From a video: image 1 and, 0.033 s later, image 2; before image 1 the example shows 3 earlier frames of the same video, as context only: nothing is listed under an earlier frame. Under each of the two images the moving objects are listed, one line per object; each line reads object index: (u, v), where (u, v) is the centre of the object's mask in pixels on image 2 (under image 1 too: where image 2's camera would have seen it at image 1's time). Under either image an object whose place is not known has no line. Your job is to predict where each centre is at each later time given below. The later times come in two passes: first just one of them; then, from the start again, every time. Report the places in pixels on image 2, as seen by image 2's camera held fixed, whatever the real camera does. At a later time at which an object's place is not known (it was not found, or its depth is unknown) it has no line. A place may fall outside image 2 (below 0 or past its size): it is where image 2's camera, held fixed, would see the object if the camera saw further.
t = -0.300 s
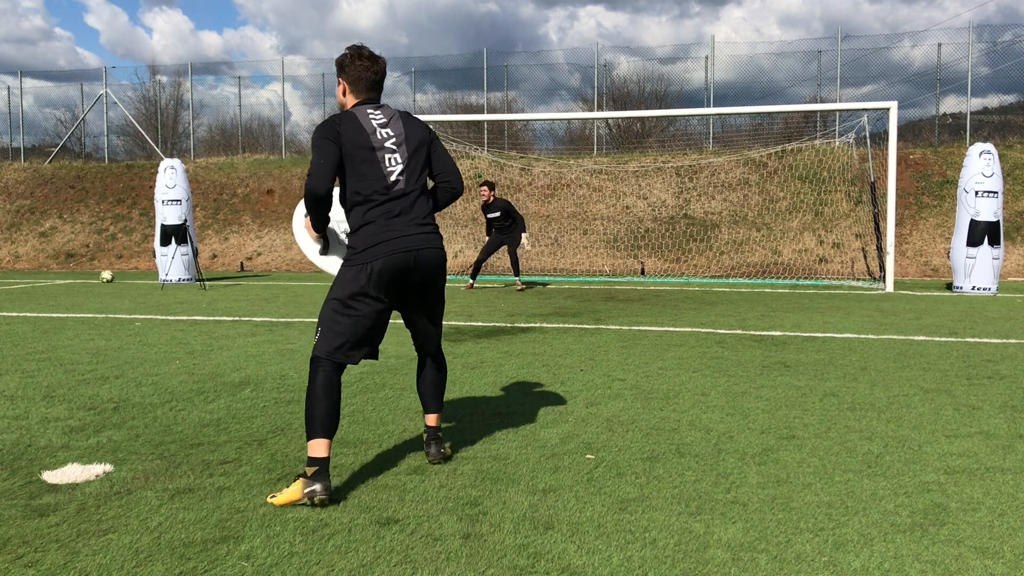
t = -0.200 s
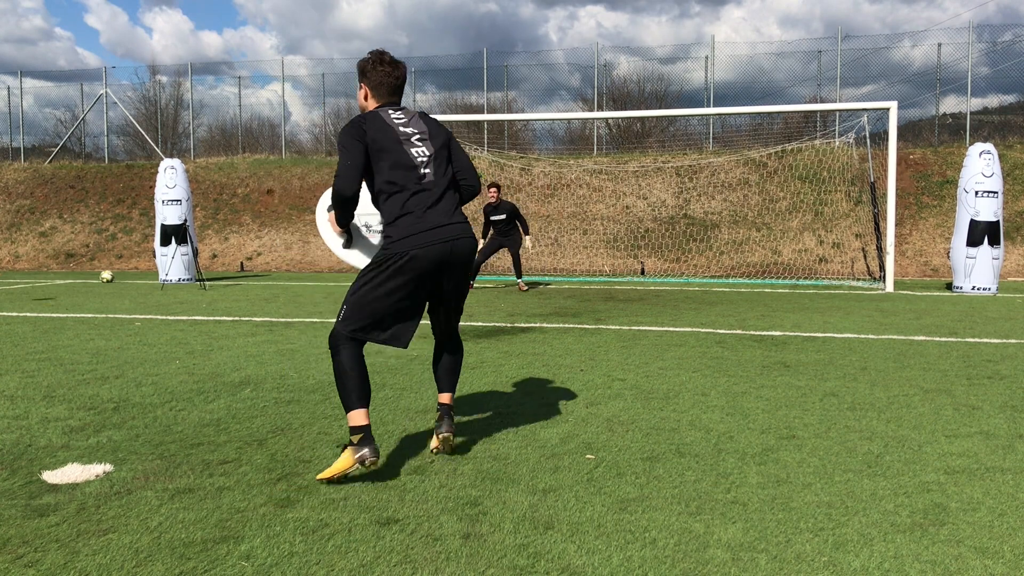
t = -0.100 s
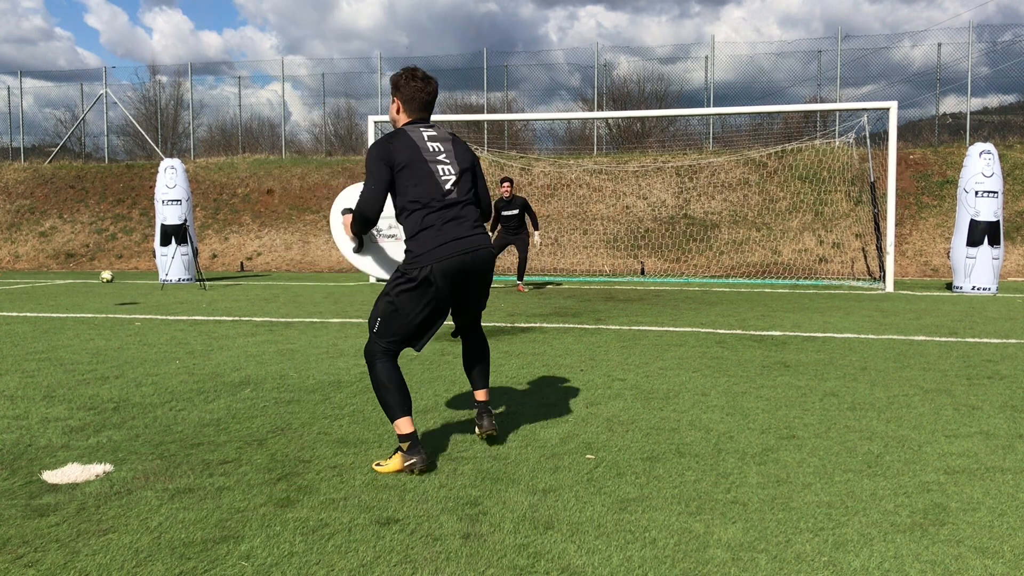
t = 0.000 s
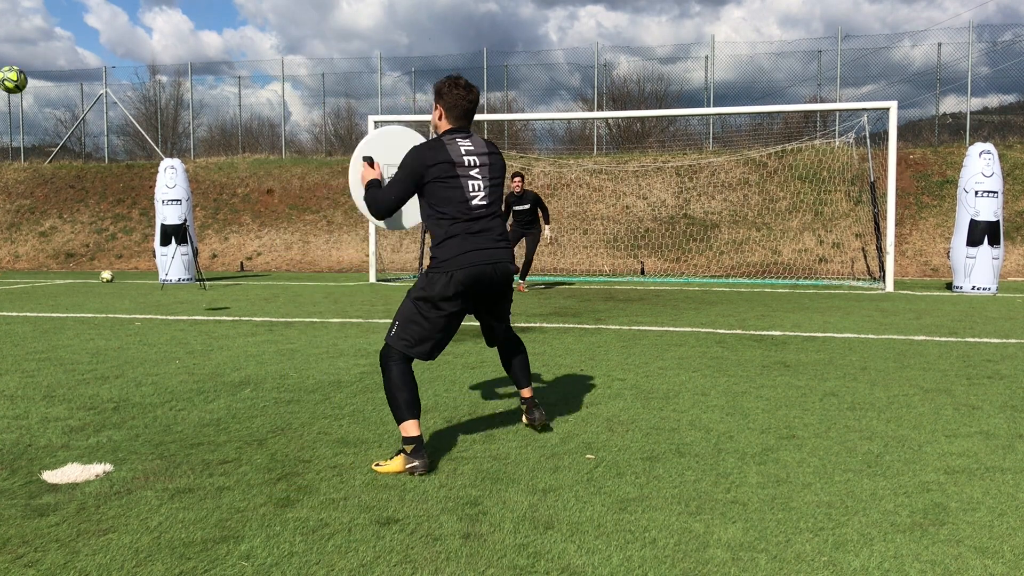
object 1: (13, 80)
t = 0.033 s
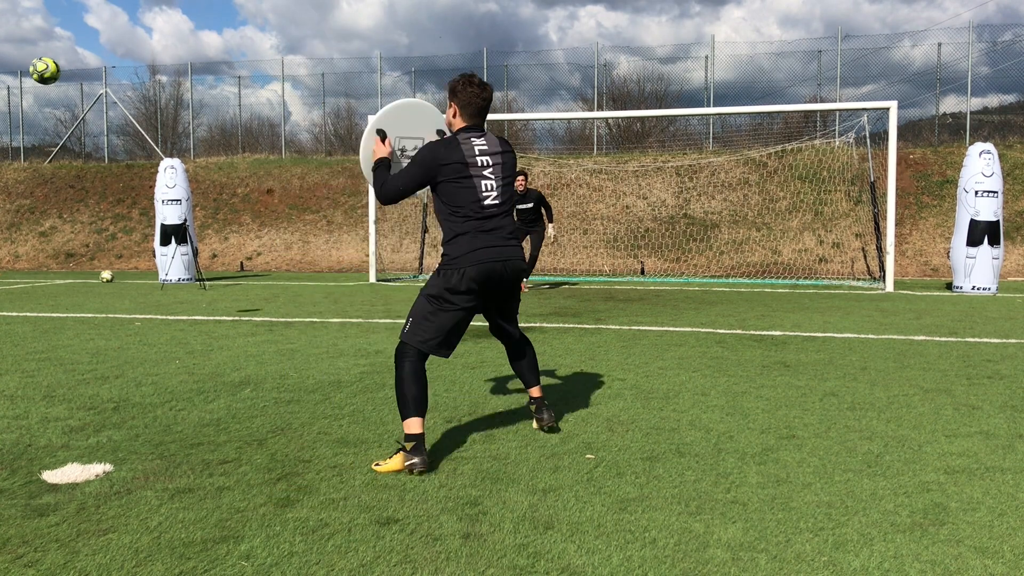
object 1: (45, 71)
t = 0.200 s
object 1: (260, 27)
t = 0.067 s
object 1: (81, 61)
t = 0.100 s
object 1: (120, 52)
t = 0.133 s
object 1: (162, 43)
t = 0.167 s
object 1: (208, 35)
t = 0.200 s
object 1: (260, 27)
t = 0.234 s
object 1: (316, 20)
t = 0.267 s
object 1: (378, 16)
